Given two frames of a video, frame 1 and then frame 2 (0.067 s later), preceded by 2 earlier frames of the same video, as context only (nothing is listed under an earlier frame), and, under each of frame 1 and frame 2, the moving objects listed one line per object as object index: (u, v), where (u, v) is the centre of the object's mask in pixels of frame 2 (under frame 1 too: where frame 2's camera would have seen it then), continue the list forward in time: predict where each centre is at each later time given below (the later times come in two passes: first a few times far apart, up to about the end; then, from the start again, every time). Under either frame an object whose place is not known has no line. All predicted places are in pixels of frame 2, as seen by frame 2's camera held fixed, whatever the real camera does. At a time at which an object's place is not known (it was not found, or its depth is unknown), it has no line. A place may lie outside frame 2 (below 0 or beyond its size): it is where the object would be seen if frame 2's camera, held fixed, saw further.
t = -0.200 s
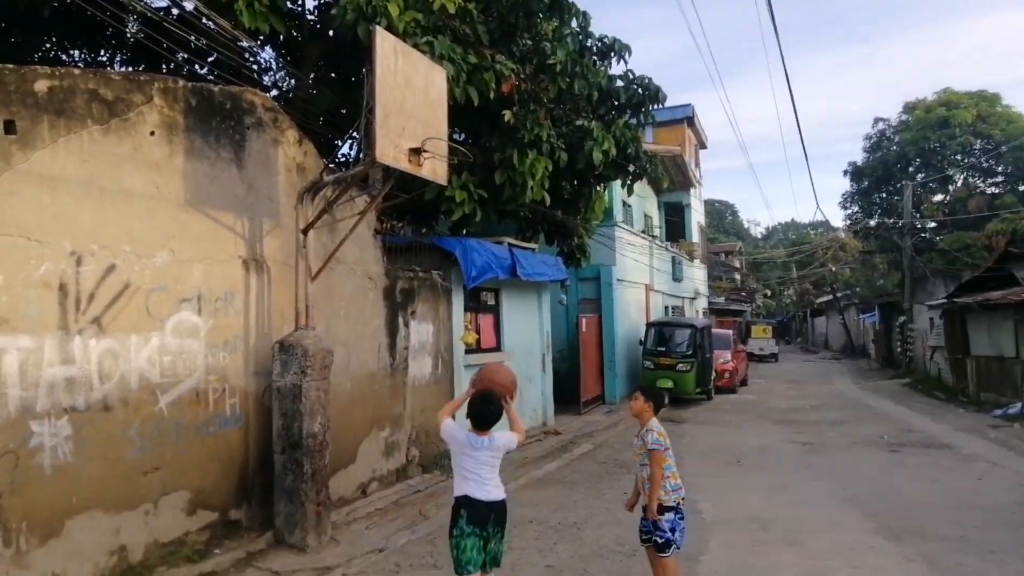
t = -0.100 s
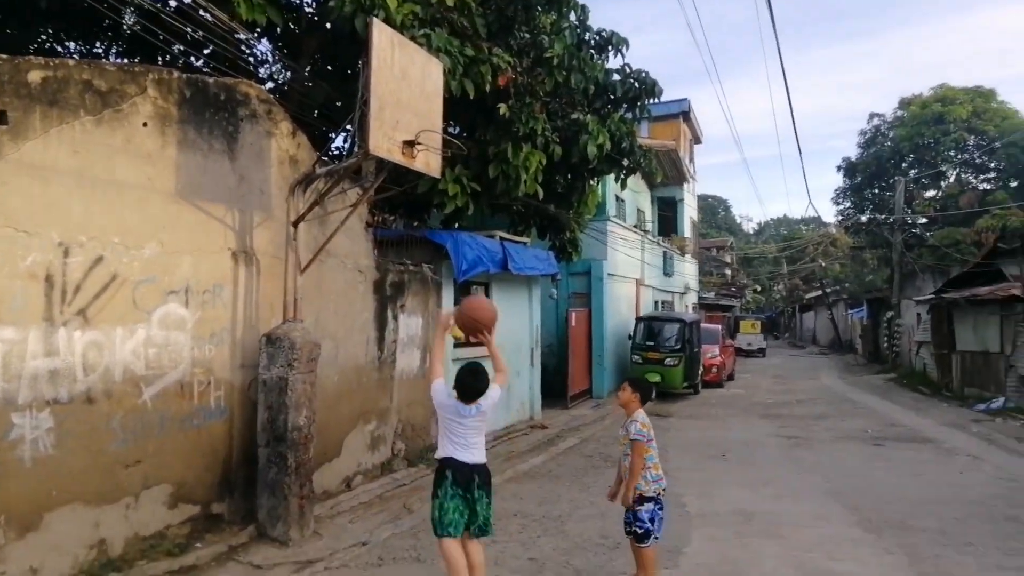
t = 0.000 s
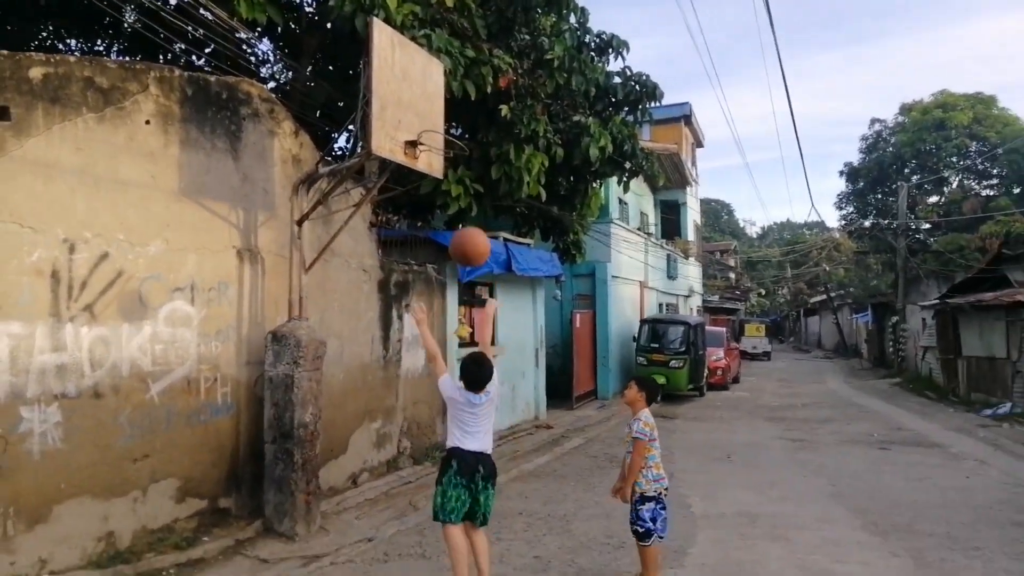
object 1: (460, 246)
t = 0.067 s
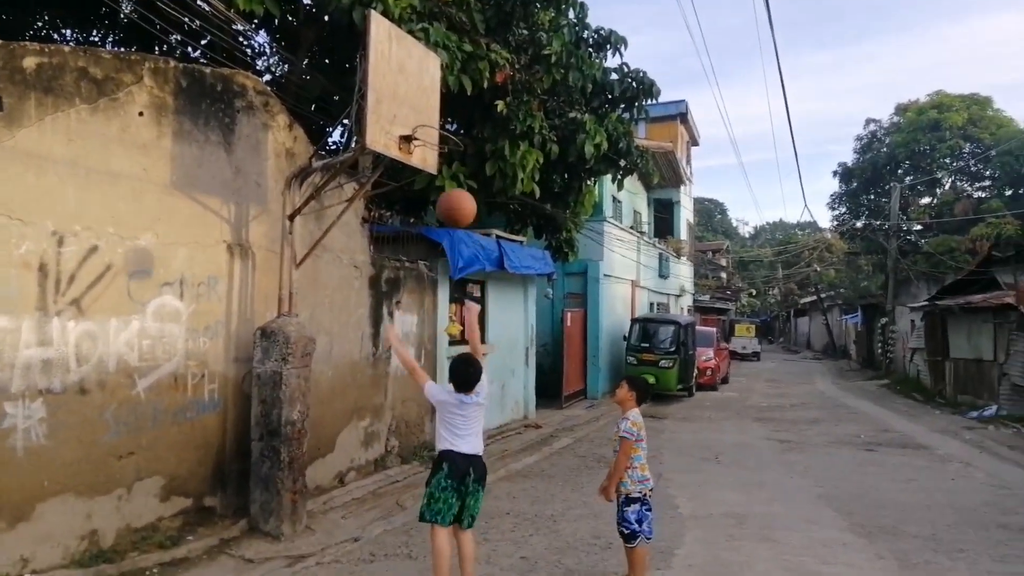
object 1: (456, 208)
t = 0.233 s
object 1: (440, 157)
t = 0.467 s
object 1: (431, 178)
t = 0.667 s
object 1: (422, 259)
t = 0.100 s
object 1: (452, 194)
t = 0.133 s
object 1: (449, 181)
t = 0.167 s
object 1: (447, 171)
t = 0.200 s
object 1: (443, 163)
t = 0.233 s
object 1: (440, 157)
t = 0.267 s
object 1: (439, 154)
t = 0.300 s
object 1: (436, 152)
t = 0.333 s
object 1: (436, 153)
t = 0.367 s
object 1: (435, 158)
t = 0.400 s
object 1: (434, 163)
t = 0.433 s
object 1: (433, 170)
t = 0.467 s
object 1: (431, 178)
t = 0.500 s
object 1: (429, 188)
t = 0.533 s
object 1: (427, 200)
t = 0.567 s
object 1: (425, 212)
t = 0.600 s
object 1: (424, 227)
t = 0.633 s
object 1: (423, 243)
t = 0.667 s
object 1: (422, 259)
